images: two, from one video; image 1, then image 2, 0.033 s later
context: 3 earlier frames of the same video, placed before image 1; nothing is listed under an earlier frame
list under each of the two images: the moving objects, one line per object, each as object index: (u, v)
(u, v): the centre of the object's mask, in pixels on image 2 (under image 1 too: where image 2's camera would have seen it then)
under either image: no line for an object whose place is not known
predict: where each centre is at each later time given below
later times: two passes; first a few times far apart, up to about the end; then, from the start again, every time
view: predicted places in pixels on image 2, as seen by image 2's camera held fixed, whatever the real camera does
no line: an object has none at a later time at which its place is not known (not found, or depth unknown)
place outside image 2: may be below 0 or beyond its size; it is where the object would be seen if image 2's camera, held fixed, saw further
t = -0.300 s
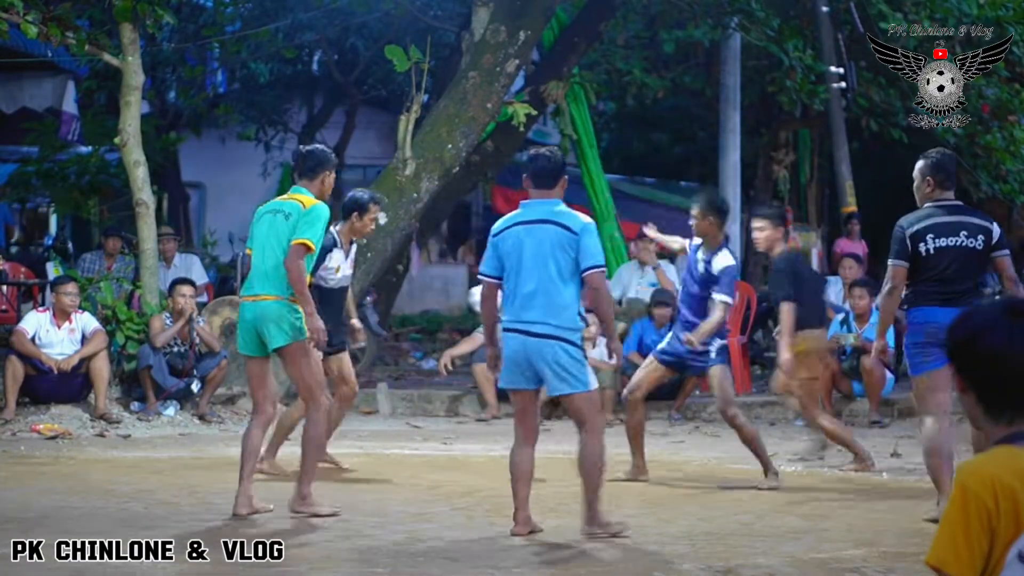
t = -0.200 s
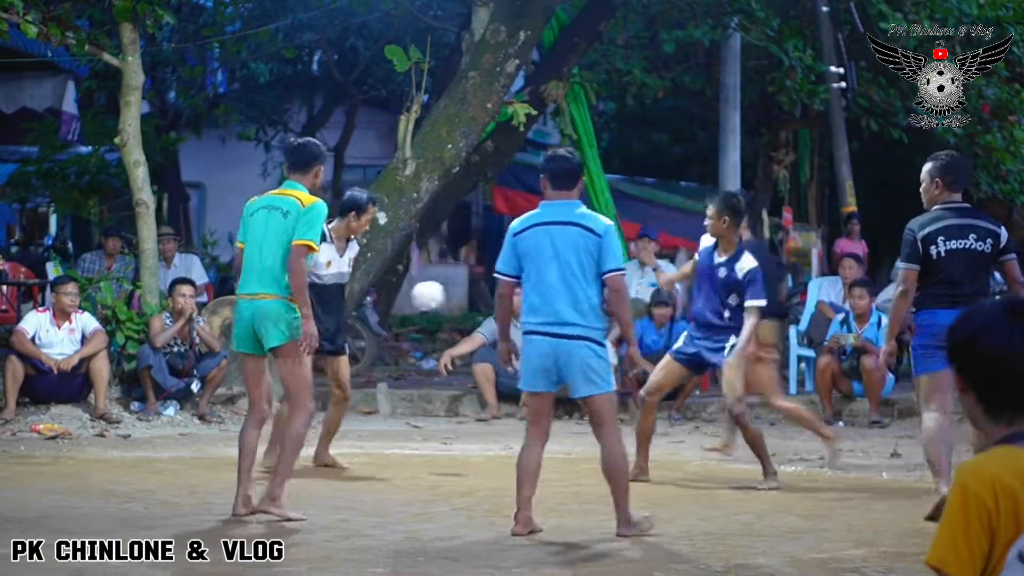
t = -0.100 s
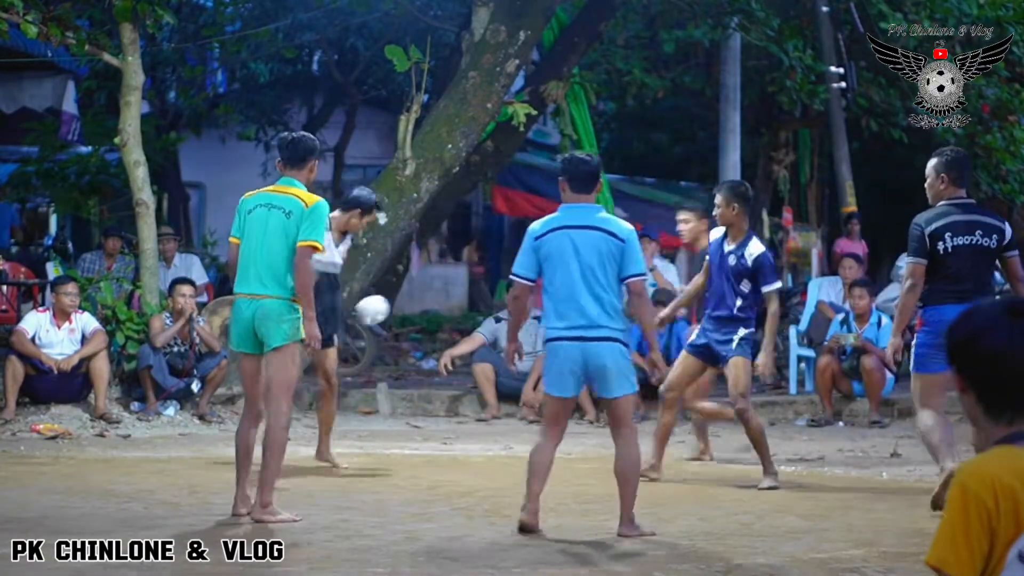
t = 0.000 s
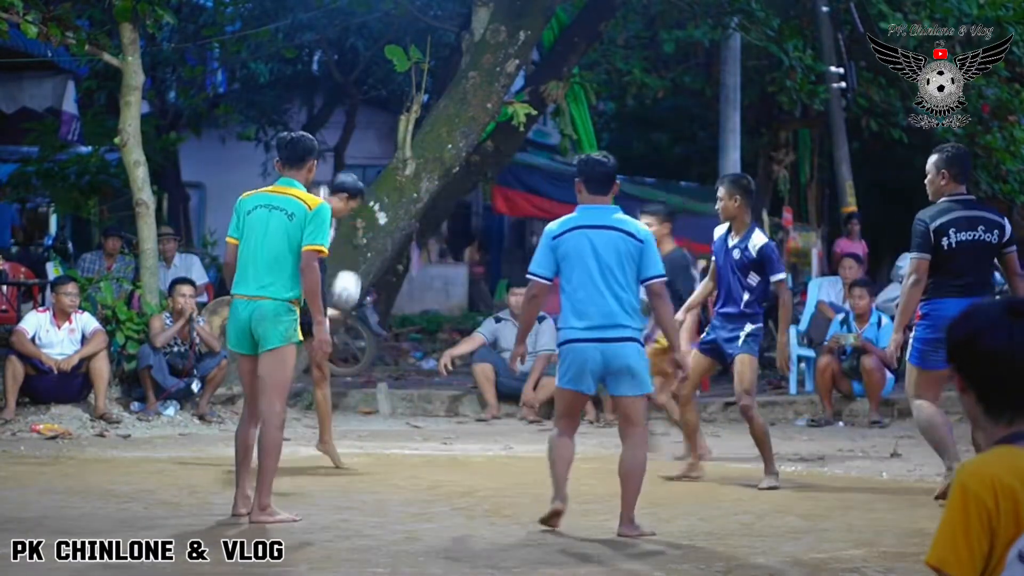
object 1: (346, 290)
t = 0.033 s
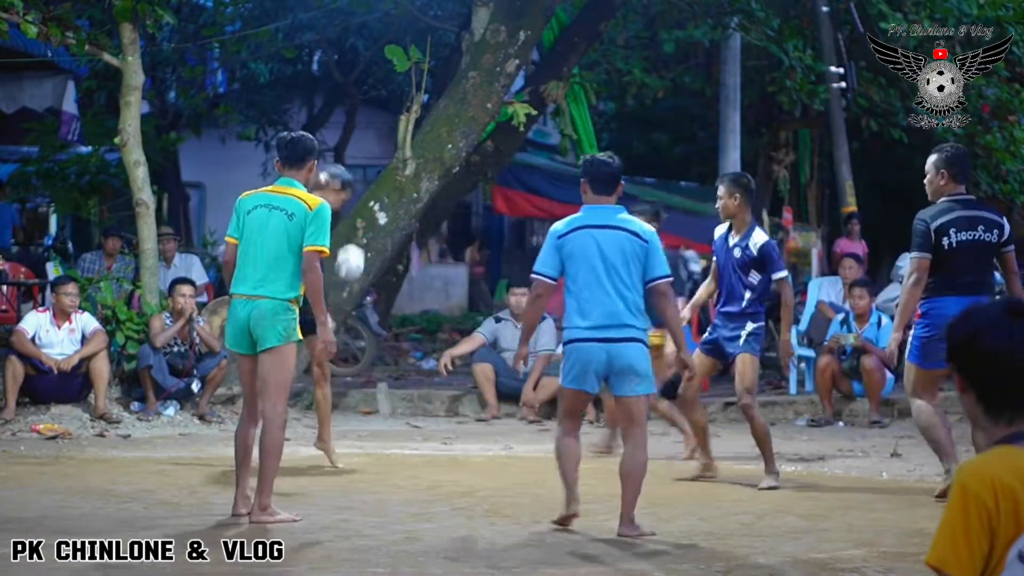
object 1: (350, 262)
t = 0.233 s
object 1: (373, 142)
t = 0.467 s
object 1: (399, 89)
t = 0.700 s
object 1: (426, 141)
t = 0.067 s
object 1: (354, 238)
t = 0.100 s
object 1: (358, 216)
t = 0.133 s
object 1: (361, 194)
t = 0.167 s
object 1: (365, 175)
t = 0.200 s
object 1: (369, 158)
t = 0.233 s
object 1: (373, 142)
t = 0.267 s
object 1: (377, 129)
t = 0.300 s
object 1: (381, 117)
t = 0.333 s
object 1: (385, 108)
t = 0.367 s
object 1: (388, 100)
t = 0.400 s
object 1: (392, 94)
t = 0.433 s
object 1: (396, 91)
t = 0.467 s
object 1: (399, 89)
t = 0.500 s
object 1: (403, 90)
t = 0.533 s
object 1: (407, 94)
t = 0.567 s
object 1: (410, 98)
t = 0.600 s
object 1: (414, 105)
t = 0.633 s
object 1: (418, 115)
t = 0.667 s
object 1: (422, 126)
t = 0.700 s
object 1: (426, 141)
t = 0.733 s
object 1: (429, 156)
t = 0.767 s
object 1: (433, 176)
